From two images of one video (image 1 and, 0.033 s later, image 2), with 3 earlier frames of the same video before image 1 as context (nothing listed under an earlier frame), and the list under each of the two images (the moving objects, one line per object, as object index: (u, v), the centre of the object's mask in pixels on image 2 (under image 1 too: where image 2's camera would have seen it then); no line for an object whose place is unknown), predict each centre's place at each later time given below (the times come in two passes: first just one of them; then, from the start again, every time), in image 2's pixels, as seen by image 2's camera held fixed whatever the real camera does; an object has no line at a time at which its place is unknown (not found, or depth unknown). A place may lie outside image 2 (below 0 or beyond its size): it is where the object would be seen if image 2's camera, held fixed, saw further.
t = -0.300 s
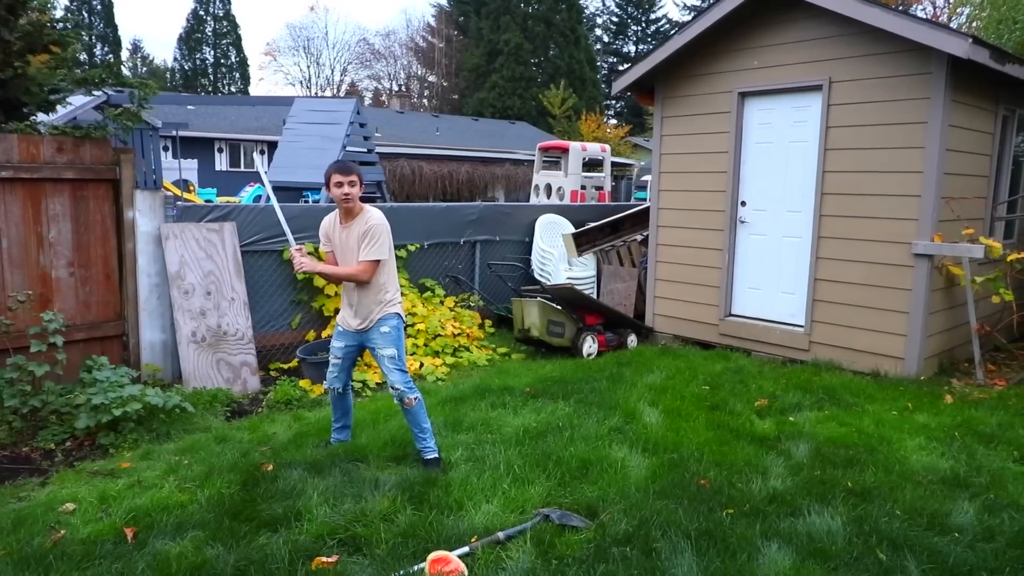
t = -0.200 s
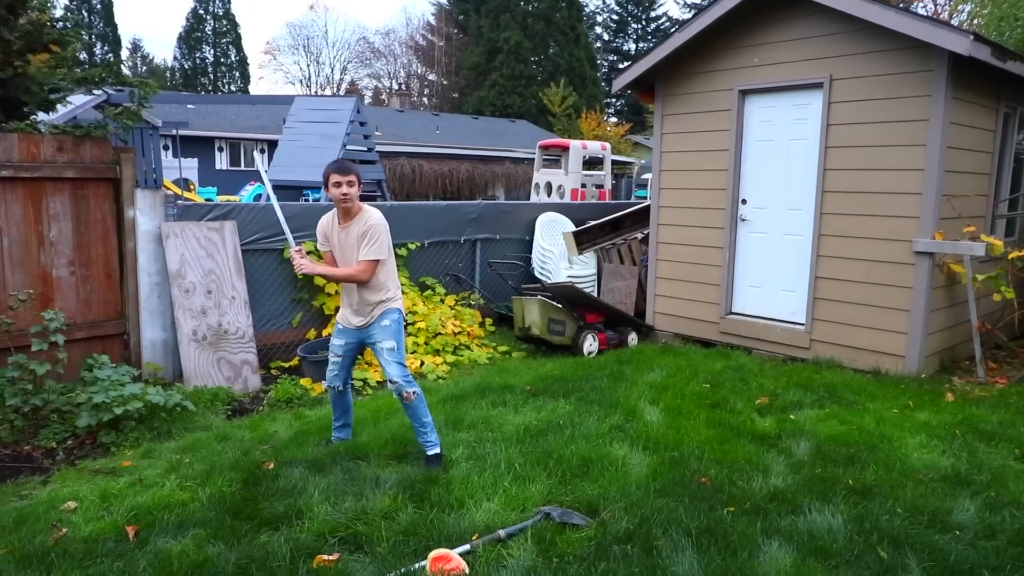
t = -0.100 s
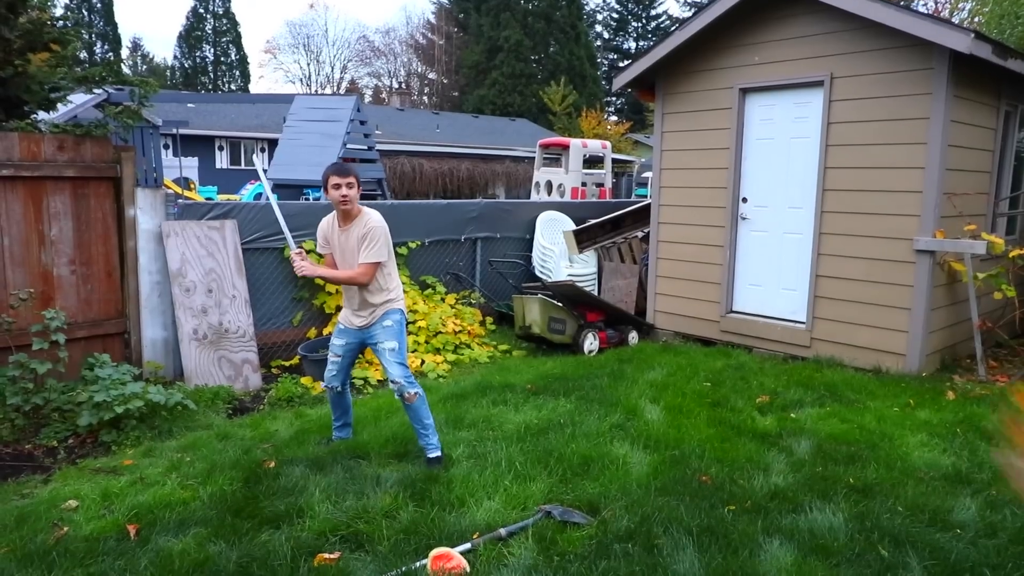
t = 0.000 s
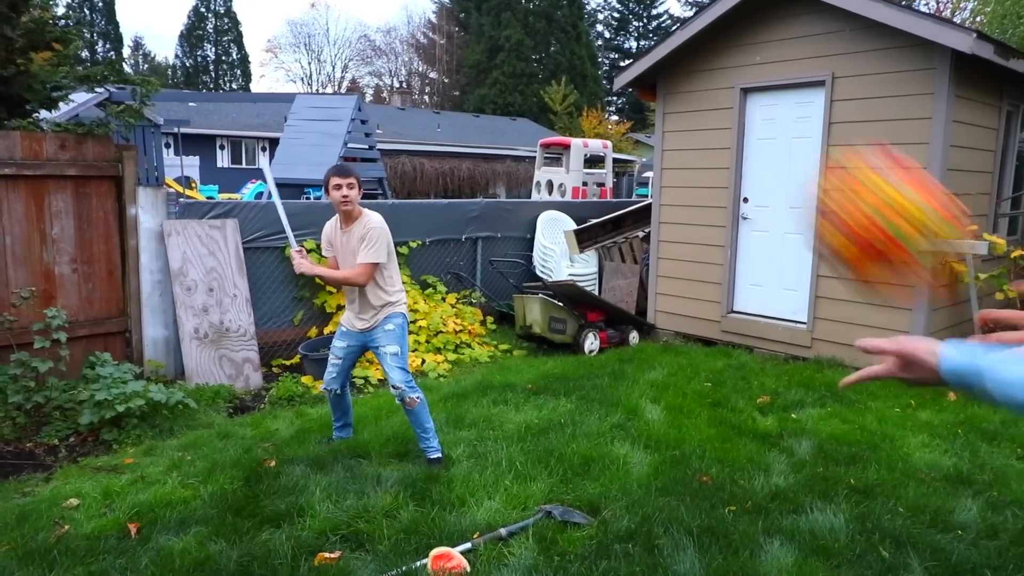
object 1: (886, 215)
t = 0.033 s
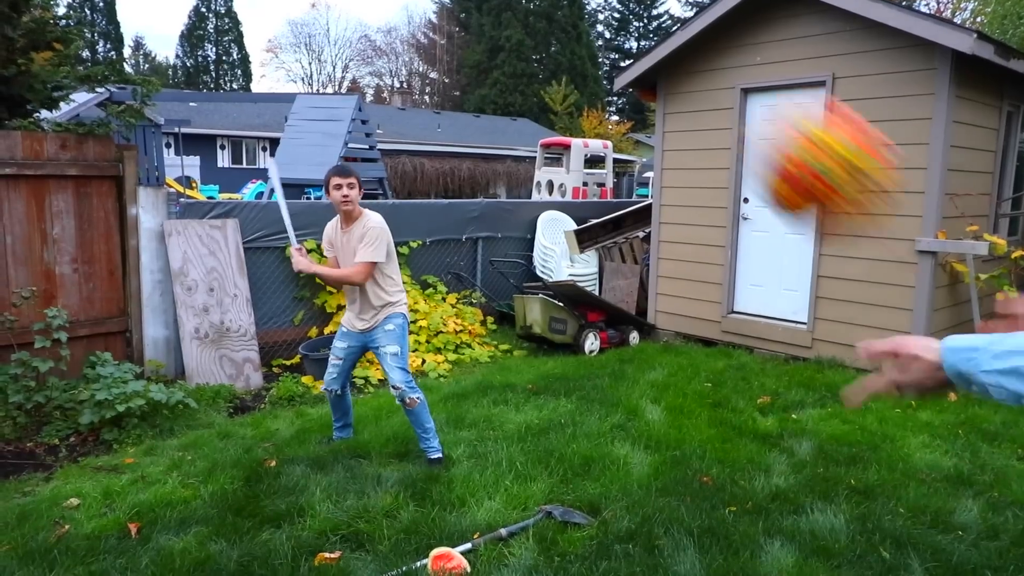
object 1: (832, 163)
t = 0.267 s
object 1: (501, 12)
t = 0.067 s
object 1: (749, 103)
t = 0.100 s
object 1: (706, 77)
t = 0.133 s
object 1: (658, 47)
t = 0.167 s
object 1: (608, 31)
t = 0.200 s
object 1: (571, 22)
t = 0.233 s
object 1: (533, 16)
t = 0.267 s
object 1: (501, 12)
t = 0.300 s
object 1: (474, 13)
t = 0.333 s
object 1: (447, 13)
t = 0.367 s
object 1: (421, 16)
